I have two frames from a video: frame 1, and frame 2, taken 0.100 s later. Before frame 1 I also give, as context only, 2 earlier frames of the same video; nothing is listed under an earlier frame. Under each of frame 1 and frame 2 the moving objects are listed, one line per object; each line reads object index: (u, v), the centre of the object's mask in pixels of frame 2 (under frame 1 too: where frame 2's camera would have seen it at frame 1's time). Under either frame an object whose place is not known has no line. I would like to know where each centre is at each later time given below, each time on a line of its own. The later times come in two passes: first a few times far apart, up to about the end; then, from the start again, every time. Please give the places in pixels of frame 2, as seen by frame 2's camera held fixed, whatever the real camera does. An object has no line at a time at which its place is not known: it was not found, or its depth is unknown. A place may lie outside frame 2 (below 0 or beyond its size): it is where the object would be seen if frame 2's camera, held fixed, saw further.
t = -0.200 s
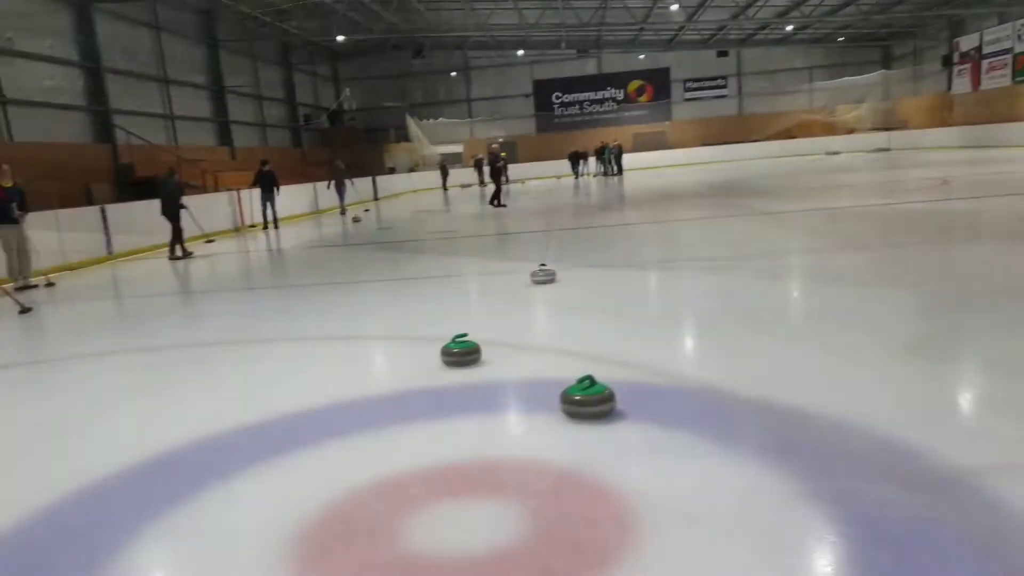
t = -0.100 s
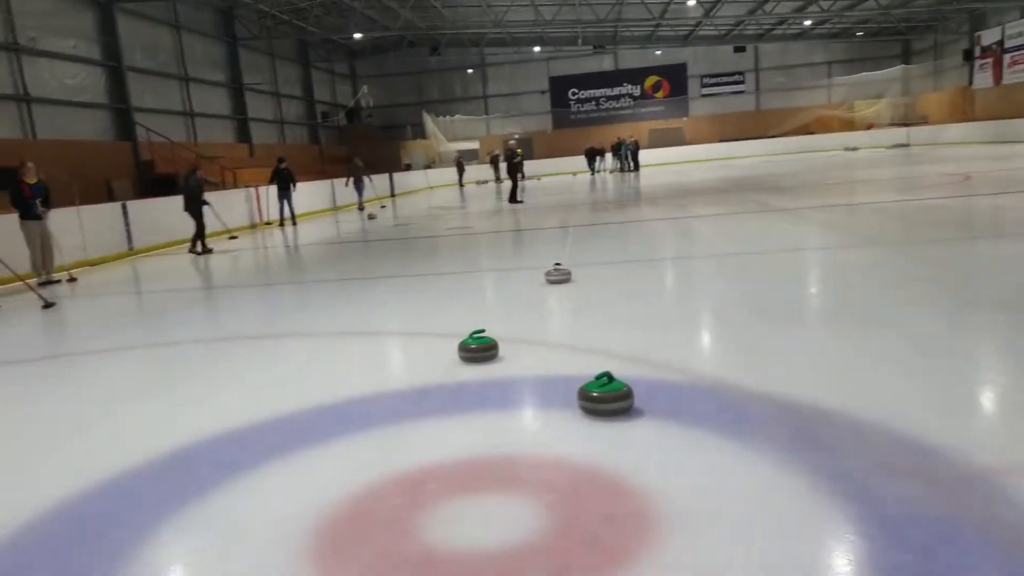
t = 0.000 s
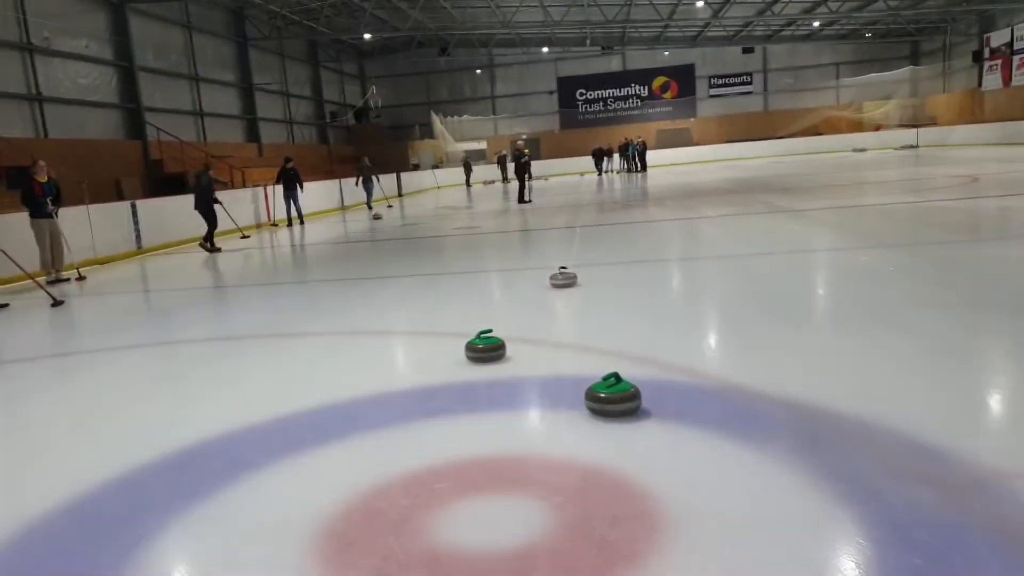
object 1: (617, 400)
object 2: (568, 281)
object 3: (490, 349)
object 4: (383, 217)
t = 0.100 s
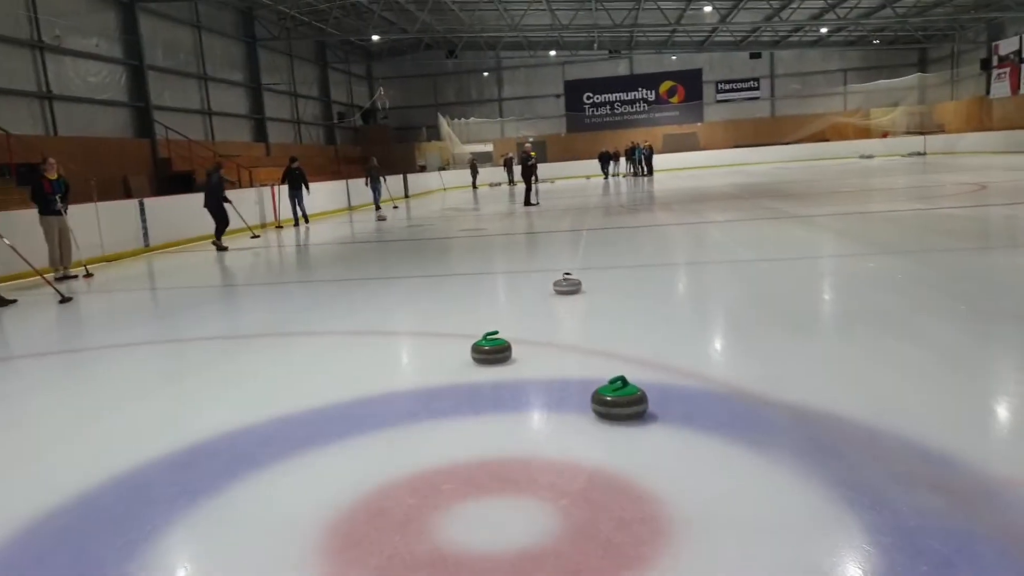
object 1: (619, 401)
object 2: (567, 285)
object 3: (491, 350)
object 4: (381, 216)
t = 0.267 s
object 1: (620, 400)
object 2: (564, 292)
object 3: (491, 350)
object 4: (379, 218)
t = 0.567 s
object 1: (622, 402)
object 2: (557, 305)
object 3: (492, 352)
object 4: (373, 220)
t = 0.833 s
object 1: (623, 402)
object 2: (549, 320)
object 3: (492, 352)
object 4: (367, 222)
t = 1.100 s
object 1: (623, 403)
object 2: (540, 335)
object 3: (492, 352)
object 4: (362, 224)
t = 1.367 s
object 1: (623, 403)
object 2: (537, 351)
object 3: (485, 353)
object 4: (358, 225)
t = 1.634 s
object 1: (625, 403)
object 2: (553, 364)
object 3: (462, 359)
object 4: (354, 226)
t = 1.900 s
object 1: (625, 403)
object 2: (570, 378)
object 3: (442, 364)
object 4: (350, 227)
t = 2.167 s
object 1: (626, 403)
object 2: (583, 392)
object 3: (425, 368)
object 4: (346, 228)
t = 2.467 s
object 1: (654, 418)
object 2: (584, 395)
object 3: (411, 372)
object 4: (340, 230)
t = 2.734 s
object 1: (682, 432)
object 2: (583, 395)
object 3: (401, 375)
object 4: (337, 231)
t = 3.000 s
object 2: (583, 395)
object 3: (394, 375)
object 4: (333, 231)
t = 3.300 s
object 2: (582, 394)
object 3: (389, 375)
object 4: (329, 233)
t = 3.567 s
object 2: (580, 394)
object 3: (387, 376)
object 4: (325, 234)
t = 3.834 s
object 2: (580, 393)
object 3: (387, 375)
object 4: (322, 235)
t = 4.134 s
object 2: (580, 393)
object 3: (387, 376)
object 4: (318, 236)
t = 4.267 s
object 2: (580, 393)
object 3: (387, 375)
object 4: (317, 236)
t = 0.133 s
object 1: (620, 400)
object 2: (567, 286)
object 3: (491, 350)
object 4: (381, 216)
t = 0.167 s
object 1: (620, 401)
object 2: (566, 287)
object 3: (492, 350)
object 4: (381, 217)
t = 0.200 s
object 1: (620, 400)
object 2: (566, 289)
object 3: (492, 350)
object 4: (380, 217)
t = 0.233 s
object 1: (620, 400)
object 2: (565, 290)
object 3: (492, 350)
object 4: (379, 218)
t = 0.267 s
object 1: (620, 400)
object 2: (564, 292)
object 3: (491, 350)
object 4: (379, 218)
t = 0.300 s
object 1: (619, 400)
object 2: (563, 293)
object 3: (491, 350)
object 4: (378, 219)
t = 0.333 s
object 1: (619, 400)
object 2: (562, 294)
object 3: (491, 350)
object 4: (377, 219)
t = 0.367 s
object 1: (620, 400)
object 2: (561, 296)
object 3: (491, 350)
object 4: (377, 219)
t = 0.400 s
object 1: (620, 400)
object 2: (561, 297)
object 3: (491, 350)
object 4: (376, 219)
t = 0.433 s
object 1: (620, 400)
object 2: (560, 299)
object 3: (491, 350)
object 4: (375, 220)
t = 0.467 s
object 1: (620, 400)
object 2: (559, 300)
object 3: (492, 350)
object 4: (375, 220)
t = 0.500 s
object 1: (621, 401)
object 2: (559, 302)
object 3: (492, 350)
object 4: (374, 220)
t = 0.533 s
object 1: (621, 402)
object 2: (558, 303)
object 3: (492, 351)
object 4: (373, 220)
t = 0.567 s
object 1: (622, 402)
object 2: (557, 305)
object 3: (492, 352)
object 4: (373, 220)
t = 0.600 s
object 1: (622, 402)
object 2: (556, 306)
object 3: (492, 352)
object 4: (372, 220)
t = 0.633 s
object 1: (621, 402)
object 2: (555, 308)
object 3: (492, 352)
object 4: (372, 221)
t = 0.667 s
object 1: (621, 402)
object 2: (554, 310)
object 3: (491, 352)
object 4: (371, 221)
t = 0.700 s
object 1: (622, 402)
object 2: (553, 311)
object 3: (492, 352)
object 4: (370, 221)
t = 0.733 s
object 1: (623, 402)
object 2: (552, 314)
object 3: (493, 352)
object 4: (369, 222)
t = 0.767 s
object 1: (623, 402)
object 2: (551, 316)
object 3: (492, 352)
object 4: (368, 222)
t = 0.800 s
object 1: (622, 402)
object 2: (550, 318)
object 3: (492, 352)
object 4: (368, 222)
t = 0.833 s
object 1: (623, 402)
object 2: (549, 320)
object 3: (492, 352)
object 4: (367, 222)
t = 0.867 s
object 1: (622, 402)
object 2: (548, 321)
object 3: (492, 352)
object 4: (366, 222)
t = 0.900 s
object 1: (622, 402)
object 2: (546, 323)
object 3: (491, 352)
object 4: (366, 223)
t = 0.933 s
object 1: (622, 402)
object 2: (545, 325)
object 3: (491, 351)
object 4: (365, 223)
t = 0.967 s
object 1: (622, 402)
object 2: (544, 327)
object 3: (491, 351)
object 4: (365, 223)
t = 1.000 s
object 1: (622, 402)
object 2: (543, 329)
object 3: (491, 352)
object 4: (365, 223)
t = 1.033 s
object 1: (622, 402)
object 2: (542, 331)
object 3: (492, 351)
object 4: (363, 224)
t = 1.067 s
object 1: (622, 402)
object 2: (541, 333)
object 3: (492, 352)
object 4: (363, 224)
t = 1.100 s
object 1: (623, 403)
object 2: (540, 335)
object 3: (492, 352)
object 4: (362, 224)
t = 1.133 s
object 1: (622, 402)
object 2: (539, 337)
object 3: (492, 352)
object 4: (362, 224)
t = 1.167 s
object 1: (622, 402)
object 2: (537, 339)
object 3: (491, 352)
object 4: (361, 224)
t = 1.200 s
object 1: (622, 403)
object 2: (536, 341)
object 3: (491, 352)
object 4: (361, 224)
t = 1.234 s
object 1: (623, 403)
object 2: (535, 343)
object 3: (492, 352)
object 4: (360, 224)
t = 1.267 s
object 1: (623, 403)
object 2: (534, 345)
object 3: (492, 352)
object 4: (360, 225)
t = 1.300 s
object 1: (623, 403)
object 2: (533, 347)
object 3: (492, 352)
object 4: (359, 225)
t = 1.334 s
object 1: (623, 403)
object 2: (535, 349)
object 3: (488, 352)
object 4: (359, 225)
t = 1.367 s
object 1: (623, 403)
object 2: (537, 351)
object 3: (485, 353)
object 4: (358, 225)
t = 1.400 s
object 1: (624, 403)
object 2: (539, 352)
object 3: (482, 354)
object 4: (358, 225)
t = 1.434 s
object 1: (624, 403)
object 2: (541, 354)
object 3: (479, 355)
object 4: (357, 225)
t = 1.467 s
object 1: (624, 403)
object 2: (543, 356)
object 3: (476, 355)
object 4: (357, 225)
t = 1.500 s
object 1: (624, 403)
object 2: (545, 357)
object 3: (474, 356)
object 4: (356, 225)
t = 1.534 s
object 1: (625, 403)
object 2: (547, 359)
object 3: (471, 357)
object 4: (356, 226)
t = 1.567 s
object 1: (625, 403)
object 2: (549, 361)
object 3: (468, 358)
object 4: (355, 226)
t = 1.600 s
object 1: (625, 403)
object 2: (551, 362)
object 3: (465, 358)
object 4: (354, 226)
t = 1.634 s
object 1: (625, 403)
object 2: (553, 364)
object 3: (462, 359)
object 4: (354, 226)
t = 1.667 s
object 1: (625, 403)
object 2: (555, 365)
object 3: (459, 360)
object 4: (353, 226)
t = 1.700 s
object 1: (625, 403)
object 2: (557, 367)
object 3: (457, 361)
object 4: (353, 226)
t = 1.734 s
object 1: (624, 403)
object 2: (559, 368)
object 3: (454, 361)
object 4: (352, 227)
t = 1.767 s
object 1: (625, 403)
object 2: (561, 371)
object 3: (452, 362)
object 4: (352, 227)
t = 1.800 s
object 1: (625, 403)
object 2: (563, 372)
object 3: (449, 363)
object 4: (351, 227)
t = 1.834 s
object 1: (625, 403)
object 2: (566, 374)
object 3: (447, 363)
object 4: (351, 227)
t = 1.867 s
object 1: (625, 403)
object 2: (568, 376)
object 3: (444, 364)
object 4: (350, 227)
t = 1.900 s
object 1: (625, 403)
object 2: (570, 378)
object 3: (442, 364)
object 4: (350, 227)
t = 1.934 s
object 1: (624, 403)
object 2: (571, 379)
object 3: (440, 364)
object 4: (349, 227)
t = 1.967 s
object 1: (625, 403)
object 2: (574, 381)
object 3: (438, 365)
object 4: (349, 228)
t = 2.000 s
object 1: (625, 403)
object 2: (576, 383)
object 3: (435, 366)
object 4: (348, 227)
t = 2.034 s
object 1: (625, 403)
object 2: (578, 385)
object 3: (433, 366)
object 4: (348, 228)
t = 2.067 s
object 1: (625, 403)
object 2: (579, 387)
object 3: (431, 367)
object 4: (348, 228)
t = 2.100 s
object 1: (626, 404)
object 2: (581, 389)
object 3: (430, 367)
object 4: (347, 228)
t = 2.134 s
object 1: (626, 404)
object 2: (582, 390)
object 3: (427, 368)
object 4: (347, 228)
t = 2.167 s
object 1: (626, 403)
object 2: (583, 392)
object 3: (425, 368)
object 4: (346, 228)
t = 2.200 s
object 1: (628, 405)
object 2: (584, 393)
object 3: (424, 368)
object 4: (346, 228)
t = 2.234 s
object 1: (632, 406)
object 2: (585, 393)
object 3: (422, 369)
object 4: (345, 228)
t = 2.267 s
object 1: (634, 408)
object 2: (585, 394)
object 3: (420, 369)
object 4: (344, 228)
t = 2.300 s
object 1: (637, 410)
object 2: (585, 394)
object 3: (418, 370)
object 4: (344, 229)
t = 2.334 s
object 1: (640, 412)
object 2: (584, 394)
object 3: (416, 370)
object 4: (343, 229)
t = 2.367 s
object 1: (644, 414)
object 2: (584, 395)
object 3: (414, 371)
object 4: (342, 229)
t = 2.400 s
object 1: (648, 416)
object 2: (584, 395)
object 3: (413, 372)
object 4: (341, 229)
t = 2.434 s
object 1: (651, 417)
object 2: (584, 395)
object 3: (412, 372)
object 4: (341, 229)
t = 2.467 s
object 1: (654, 418)
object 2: (584, 395)
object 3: (411, 372)
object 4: (340, 230)
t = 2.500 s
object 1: (658, 420)
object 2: (583, 395)
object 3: (409, 372)
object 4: (340, 230)
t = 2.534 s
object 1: (660, 422)
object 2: (583, 395)
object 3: (408, 373)
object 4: (339, 230)
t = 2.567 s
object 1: (664, 423)
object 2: (583, 395)
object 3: (406, 373)
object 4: (339, 230)
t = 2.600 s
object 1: (667, 425)
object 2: (583, 395)
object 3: (405, 373)
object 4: (338, 230)
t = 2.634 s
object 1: (671, 426)
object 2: (583, 395)
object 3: (404, 374)
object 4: (338, 230)
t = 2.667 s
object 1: (674, 428)
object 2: (583, 395)
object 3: (403, 374)
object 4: (337, 230)
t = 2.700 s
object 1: (678, 430)
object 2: (583, 395)
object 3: (402, 374)
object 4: (337, 231)
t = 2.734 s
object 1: (682, 432)
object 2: (583, 395)
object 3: (401, 375)
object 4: (337, 231)
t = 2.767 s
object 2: (584, 395)
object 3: (400, 375)
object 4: (336, 230)
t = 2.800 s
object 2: (584, 395)
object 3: (399, 375)
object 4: (335, 231)
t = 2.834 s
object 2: (583, 395)
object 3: (398, 375)
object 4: (335, 231)
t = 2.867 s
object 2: (584, 395)
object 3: (397, 375)
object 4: (335, 231)
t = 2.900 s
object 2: (583, 395)
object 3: (396, 374)
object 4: (334, 231)
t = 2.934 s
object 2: (583, 395)
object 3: (395, 375)
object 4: (334, 231)
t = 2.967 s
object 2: (583, 395)
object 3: (394, 375)
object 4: (333, 231)
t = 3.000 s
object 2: (583, 395)
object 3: (394, 375)
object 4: (333, 231)
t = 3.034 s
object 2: (583, 395)
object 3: (393, 375)
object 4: (332, 232)
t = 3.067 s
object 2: (582, 394)
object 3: (392, 375)
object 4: (332, 232)
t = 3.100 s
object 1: (714, 451)
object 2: (582, 394)
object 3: (391, 375)
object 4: (331, 232)
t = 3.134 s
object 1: (717, 452)
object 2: (582, 394)
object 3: (391, 375)
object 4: (331, 232)
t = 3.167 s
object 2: (582, 394)
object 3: (390, 375)
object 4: (330, 232)
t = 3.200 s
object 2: (582, 394)
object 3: (390, 375)
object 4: (330, 233)
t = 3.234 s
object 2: (582, 394)
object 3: (390, 375)
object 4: (329, 233)
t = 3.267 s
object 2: (582, 394)
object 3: (389, 375)
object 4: (329, 233)
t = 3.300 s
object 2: (582, 394)
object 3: (389, 375)
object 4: (329, 233)
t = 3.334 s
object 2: (582, 394)
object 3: (389, 375)
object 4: (328, 233)
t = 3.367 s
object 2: (582, 394)
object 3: (388, 375)
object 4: (328, 233)
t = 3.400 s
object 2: (581, 394)
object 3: (388, 375)
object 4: (327, 233)
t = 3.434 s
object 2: (581, 394)
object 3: (388, 375)
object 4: (326, 233)
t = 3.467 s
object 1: (742, 467)
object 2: (581, 394)
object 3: (387, 375)
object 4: (326, 234)
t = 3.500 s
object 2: (581, 394)
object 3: (387, 375)
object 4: (326, 234)
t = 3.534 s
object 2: (580, 394)
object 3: (387, 376)
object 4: (325, 234)
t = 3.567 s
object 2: (580, 394)
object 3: (387, 376)
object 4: (325, 234)
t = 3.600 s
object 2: (580, 393)
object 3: (387, 375)
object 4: (324, 234)
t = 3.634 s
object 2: (580, 393)
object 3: (387, 375)
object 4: (324, 234)
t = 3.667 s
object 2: (580, 393)
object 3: (387, 375)
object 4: (323, 234)
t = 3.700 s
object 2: (580, 393)
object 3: (387, 375)
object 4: (323, 234)
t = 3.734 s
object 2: (580, 394)
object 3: (387, 375)
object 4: (323, 234)
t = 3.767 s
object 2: (580, 393)
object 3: (387, 375)
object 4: (323, 234)
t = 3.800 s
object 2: (580, 393)
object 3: (387, 375)
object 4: (322, 235)
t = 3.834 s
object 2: (580, 393)
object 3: (387, 375)
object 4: (322, 235)
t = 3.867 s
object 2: (580, 394)
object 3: (387, 375)
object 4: (321, 235)
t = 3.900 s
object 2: (580, 393)
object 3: (387, 375)
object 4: (321, 235)
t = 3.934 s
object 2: (580, 394)
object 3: (387, 375)
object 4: (321, 235)
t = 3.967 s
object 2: (580, 393)
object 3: (387, 375)
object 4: (320, 235)
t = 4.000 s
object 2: (580, 393)
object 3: (387, 376)
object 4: (319, 235)
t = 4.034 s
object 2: (580, 393)
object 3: (387, 376)
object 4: (319, 235)
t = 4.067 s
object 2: (580, 393)
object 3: (387, 376)
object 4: (318, 236)
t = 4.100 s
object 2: (580, 393)
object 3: (387, 376)
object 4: (318, 236)
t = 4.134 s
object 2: (580, 393)
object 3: (387, 376)
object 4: (318, 236)
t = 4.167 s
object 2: (580, 393)
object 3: (387, 376)
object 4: (317, 236)
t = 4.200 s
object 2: (580, 393)
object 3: (386, 376)
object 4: (317, 236)
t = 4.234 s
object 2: (580, 393)
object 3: (386, 376)
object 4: (317, 236)
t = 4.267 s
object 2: (580, 393)
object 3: (387, 375)
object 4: (317, 236)
